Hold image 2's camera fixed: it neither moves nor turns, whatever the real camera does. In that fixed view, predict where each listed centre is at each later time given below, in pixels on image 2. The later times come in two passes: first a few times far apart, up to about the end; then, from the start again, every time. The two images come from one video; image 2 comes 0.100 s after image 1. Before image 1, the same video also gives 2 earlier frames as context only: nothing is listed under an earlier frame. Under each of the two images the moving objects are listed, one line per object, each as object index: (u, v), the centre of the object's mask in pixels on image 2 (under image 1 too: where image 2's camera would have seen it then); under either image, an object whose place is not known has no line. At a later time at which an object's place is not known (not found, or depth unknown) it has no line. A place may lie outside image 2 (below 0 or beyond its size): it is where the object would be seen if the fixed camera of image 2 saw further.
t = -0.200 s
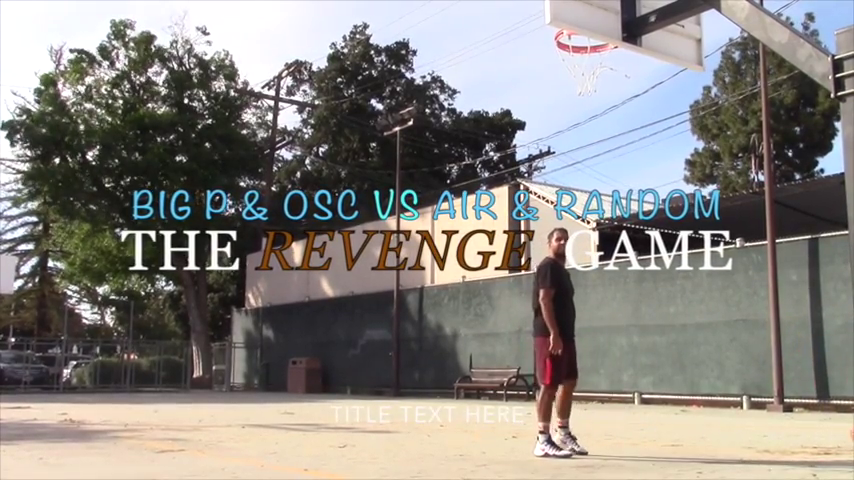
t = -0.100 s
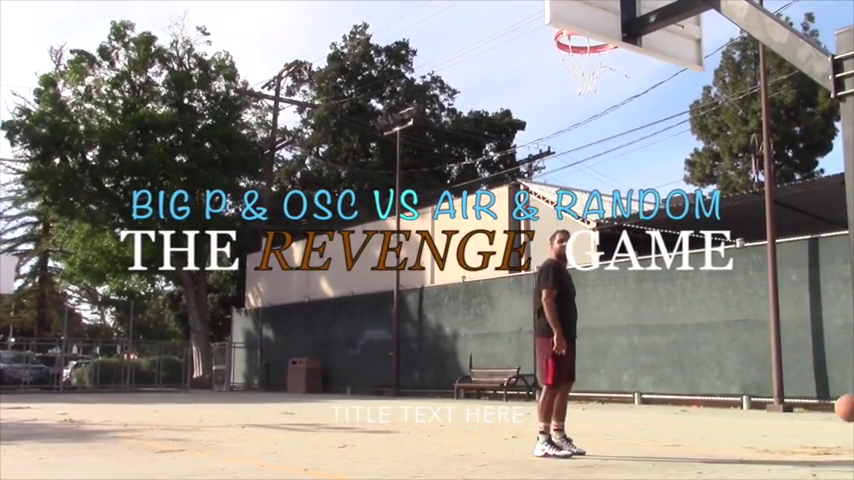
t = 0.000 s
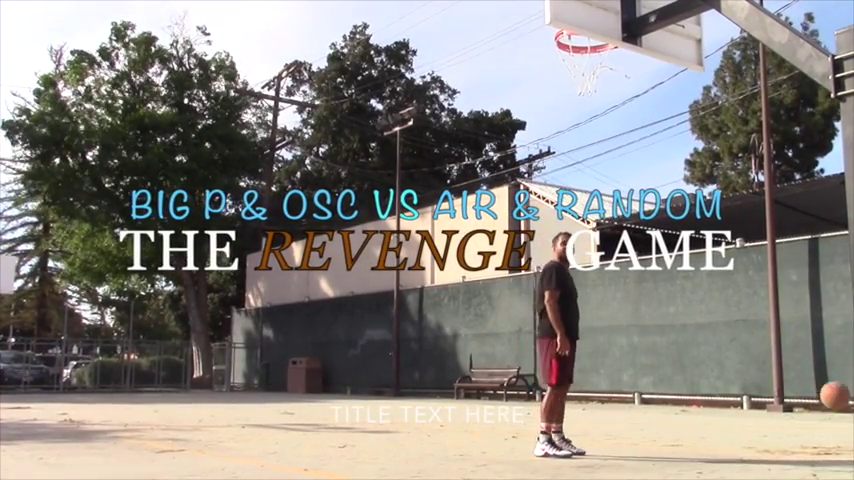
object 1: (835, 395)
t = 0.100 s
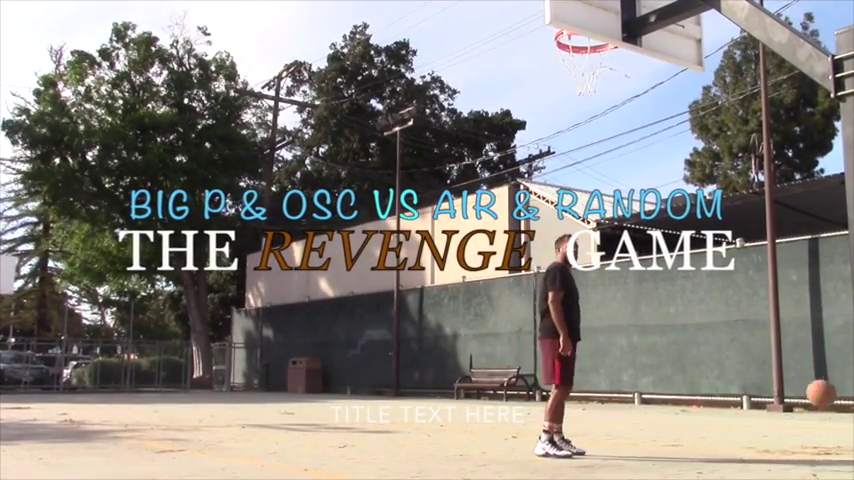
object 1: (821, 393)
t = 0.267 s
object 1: (800, 415)
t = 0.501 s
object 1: (766, 411)
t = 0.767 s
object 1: (727, 429)
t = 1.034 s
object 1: (686, 420)
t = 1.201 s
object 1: (658, 441)
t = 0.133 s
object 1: (817, 395)
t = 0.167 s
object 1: (813, 398)
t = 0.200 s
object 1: (808, 402)
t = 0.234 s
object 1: (804, 408)
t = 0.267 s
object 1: (800, 415)
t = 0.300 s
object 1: (796, 423)
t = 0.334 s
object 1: (792, 433)
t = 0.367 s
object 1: (787, 434)
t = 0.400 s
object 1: (782, 427)
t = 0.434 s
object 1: (776, 420)
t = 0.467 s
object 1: (771, 414)
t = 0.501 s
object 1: (766, 411)
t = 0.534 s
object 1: (761, 409)
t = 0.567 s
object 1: (755, 407)
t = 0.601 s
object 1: (751, 408)
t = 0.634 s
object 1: (746, 409)
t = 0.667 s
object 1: (741, 412)
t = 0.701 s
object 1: (737, 416)
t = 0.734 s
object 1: (732, 422)
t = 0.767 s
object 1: (727, 429)
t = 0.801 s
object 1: (723, 437)
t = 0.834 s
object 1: (718, 435)
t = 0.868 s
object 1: (712, 430)
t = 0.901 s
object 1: (707, 425)
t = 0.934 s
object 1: (701, 421)
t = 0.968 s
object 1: (695, 419)
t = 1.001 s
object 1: (690, 419)
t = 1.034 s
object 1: (686, 420)
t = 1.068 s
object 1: (680, 422)
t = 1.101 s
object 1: (675, 425)
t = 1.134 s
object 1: (670, 430)
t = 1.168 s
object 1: (664, 436)
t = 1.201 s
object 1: (658, 441)
